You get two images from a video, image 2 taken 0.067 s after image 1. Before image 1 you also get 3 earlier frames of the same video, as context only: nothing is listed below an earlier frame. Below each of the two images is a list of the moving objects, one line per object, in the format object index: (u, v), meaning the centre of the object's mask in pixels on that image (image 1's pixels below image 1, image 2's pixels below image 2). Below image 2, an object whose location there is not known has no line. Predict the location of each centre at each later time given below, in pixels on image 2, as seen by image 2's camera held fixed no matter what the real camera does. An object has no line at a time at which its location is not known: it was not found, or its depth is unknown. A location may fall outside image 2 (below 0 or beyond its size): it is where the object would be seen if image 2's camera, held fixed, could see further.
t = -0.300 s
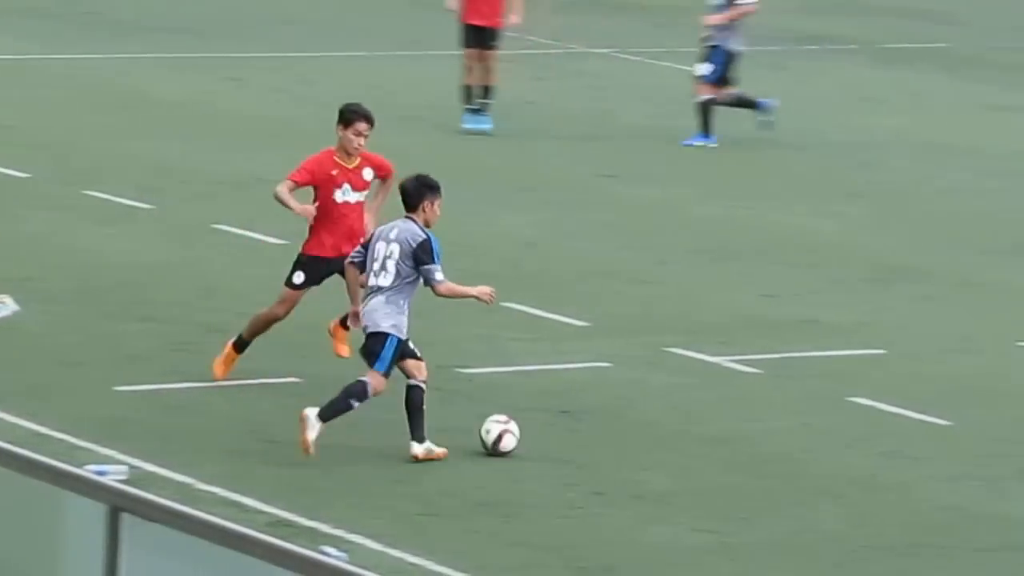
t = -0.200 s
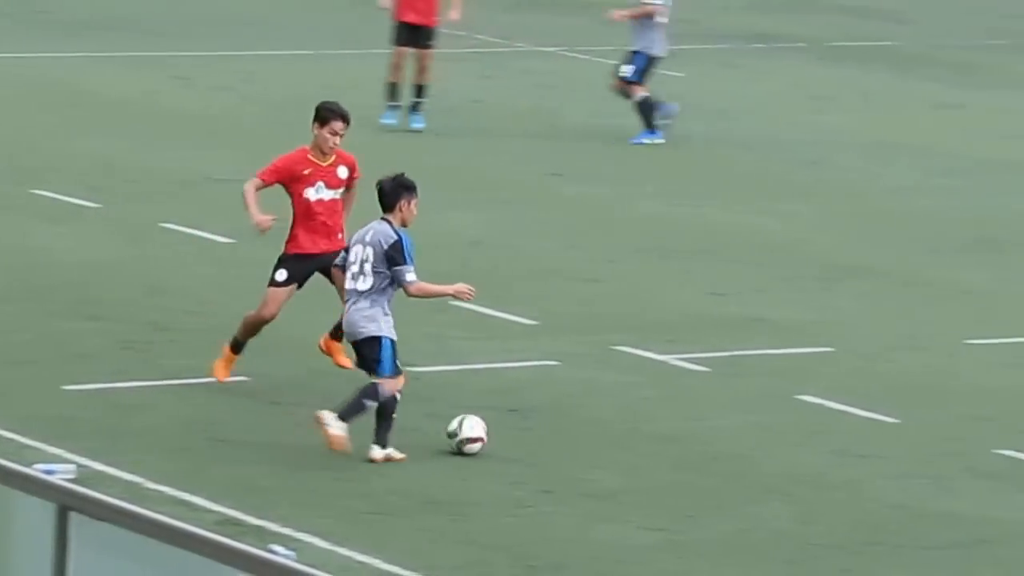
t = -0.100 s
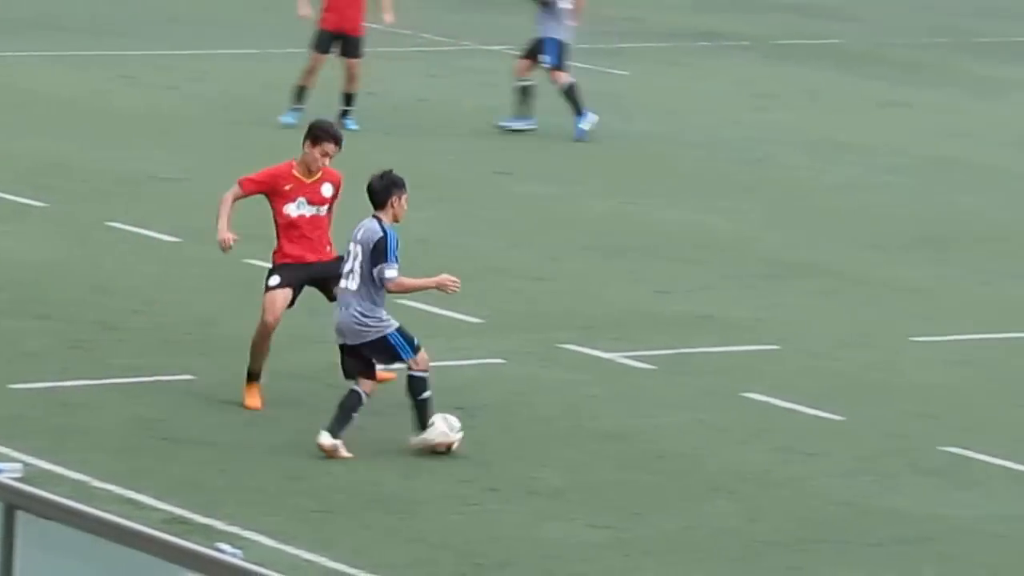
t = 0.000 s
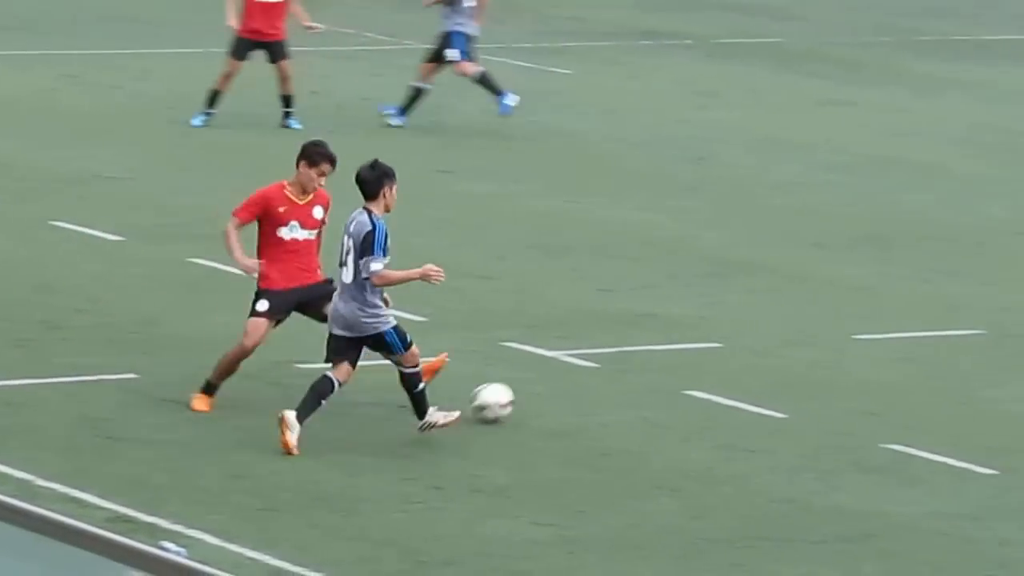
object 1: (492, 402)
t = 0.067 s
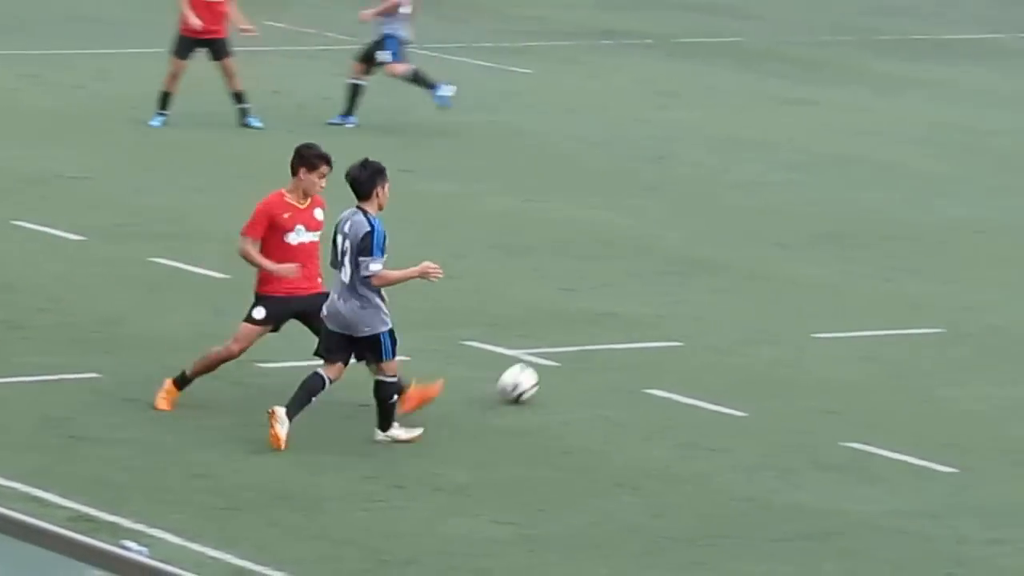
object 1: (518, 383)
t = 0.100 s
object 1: (548, 374)
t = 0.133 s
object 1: (577, 366)
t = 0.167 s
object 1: (605, 359)
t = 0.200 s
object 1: (631, 350)
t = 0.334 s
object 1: (724, 321)
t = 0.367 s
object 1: (744, 312)
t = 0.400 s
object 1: (764, 306)
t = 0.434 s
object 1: (782, 302)
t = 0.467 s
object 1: (800, 300)
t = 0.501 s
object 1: (818, 294)
